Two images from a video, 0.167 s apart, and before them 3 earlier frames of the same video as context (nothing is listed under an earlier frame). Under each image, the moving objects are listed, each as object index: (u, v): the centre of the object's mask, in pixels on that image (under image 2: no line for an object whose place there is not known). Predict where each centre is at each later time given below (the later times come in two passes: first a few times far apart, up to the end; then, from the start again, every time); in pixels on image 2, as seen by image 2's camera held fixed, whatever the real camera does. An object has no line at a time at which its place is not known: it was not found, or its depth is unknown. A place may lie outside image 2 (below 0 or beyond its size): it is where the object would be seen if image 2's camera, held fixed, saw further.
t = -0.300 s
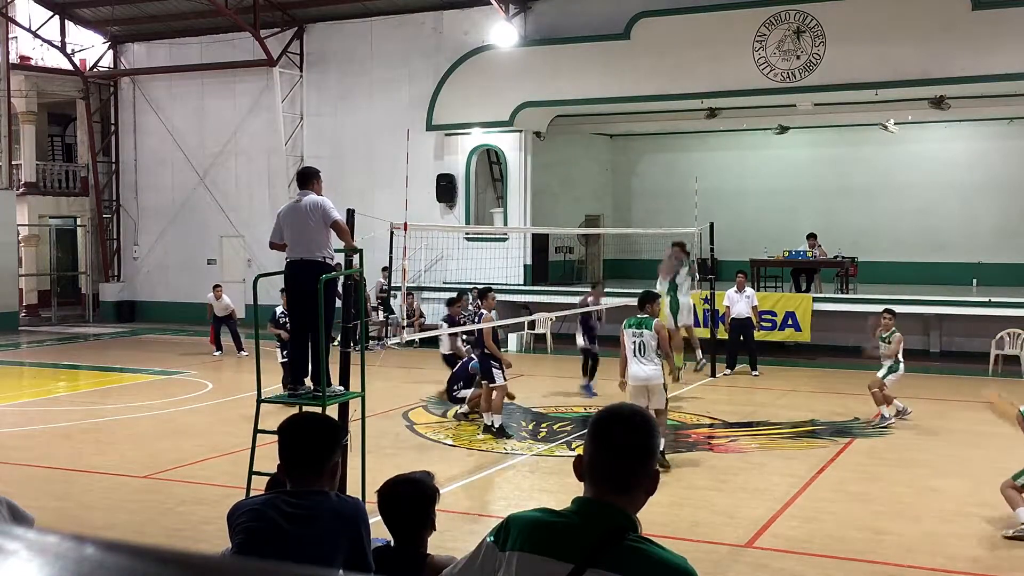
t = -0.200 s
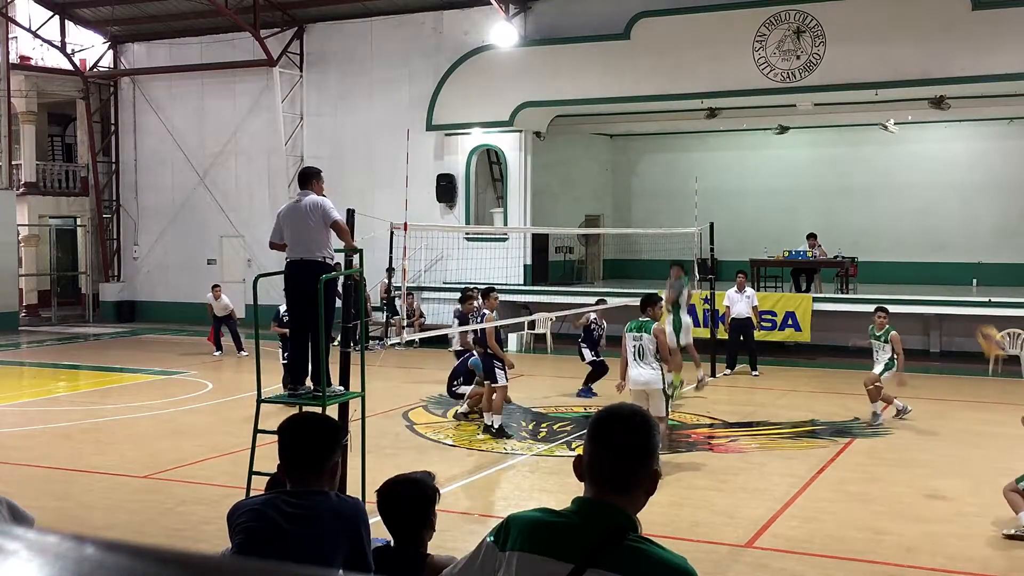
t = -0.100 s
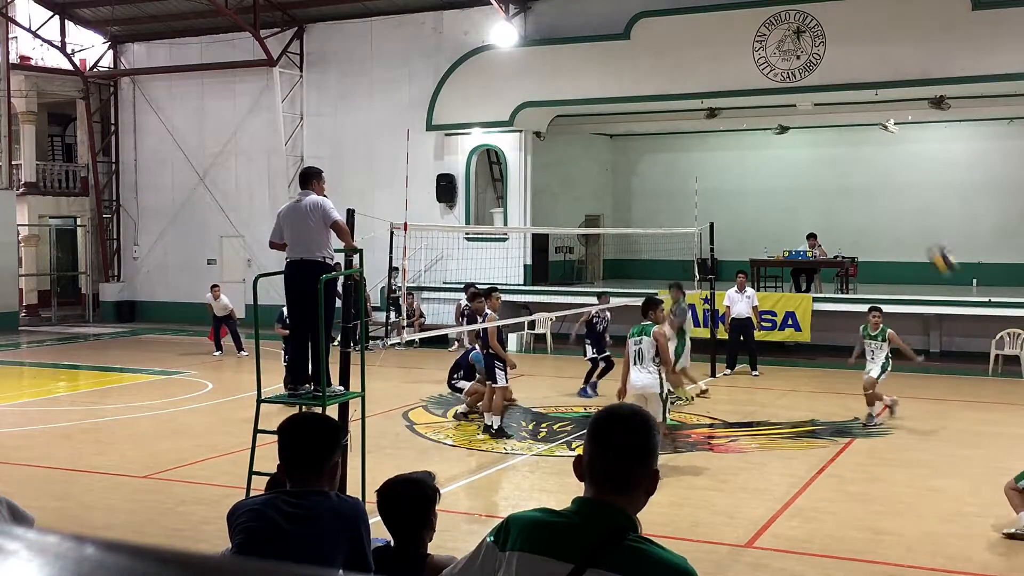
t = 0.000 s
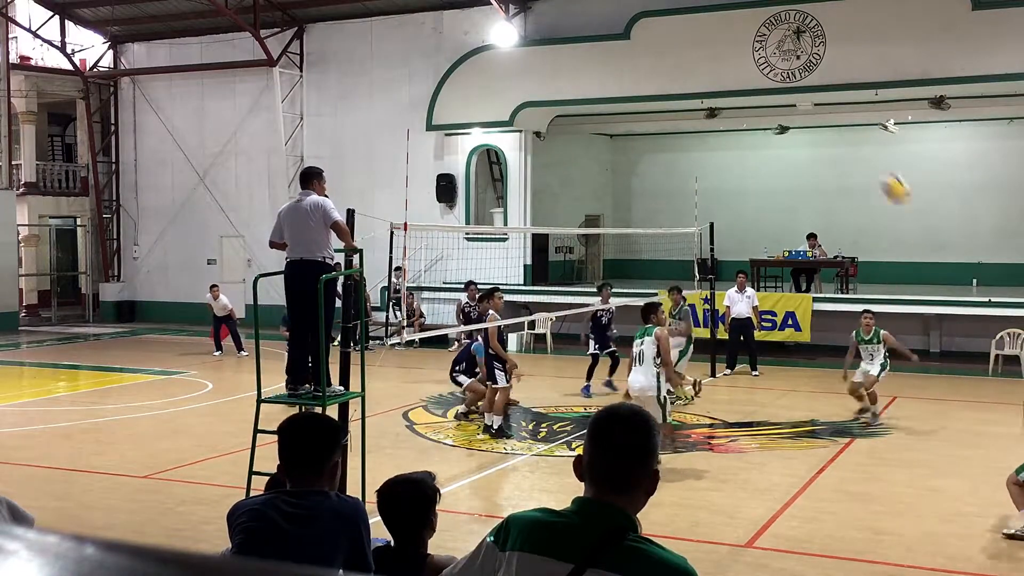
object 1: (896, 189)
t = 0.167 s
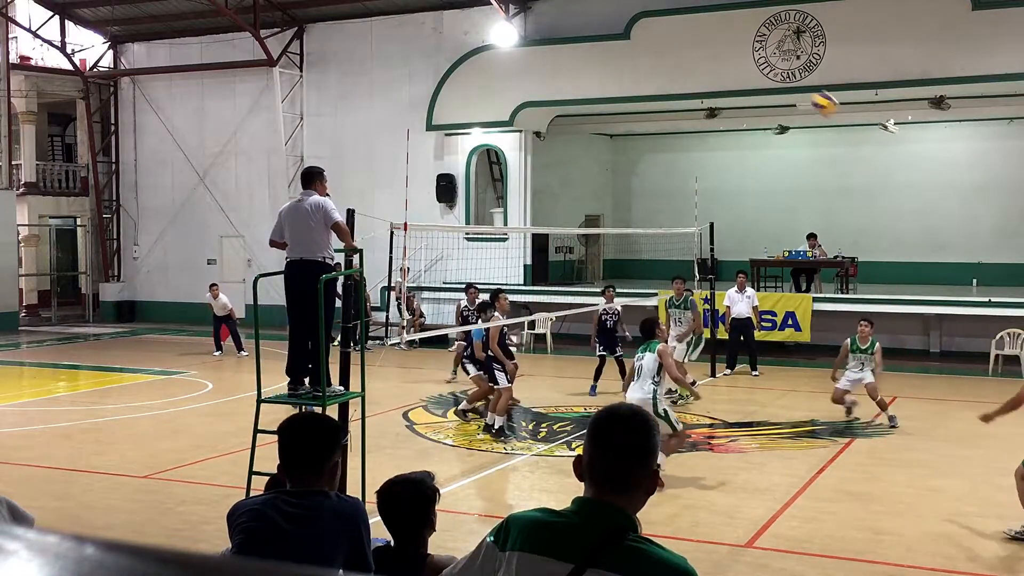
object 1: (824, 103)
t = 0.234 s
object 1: (798, 79)
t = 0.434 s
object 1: (729, 35)
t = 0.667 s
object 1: (653, 32)
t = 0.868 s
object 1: (599, 62)
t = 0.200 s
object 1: (813, 92)
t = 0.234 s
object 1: (798, 79)
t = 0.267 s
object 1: (786, 68)
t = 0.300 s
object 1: (774, 60)
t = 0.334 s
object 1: (761, 52)
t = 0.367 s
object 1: (750, 44)
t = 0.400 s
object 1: (738, 39)
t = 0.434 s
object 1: (729, 35)
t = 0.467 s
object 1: (717, 32)
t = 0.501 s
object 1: (706, 29)
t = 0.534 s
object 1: (694, 27)
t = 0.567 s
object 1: (684, 27)
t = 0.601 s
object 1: (674, 28)
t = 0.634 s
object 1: (663, 29)
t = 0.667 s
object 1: (653, 32)
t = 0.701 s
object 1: (644, 35)
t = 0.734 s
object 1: (635, 38)
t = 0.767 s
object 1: (625, 43)
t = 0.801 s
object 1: (616, 50)
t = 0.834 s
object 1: (606, 57)
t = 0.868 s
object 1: (599, 62)
